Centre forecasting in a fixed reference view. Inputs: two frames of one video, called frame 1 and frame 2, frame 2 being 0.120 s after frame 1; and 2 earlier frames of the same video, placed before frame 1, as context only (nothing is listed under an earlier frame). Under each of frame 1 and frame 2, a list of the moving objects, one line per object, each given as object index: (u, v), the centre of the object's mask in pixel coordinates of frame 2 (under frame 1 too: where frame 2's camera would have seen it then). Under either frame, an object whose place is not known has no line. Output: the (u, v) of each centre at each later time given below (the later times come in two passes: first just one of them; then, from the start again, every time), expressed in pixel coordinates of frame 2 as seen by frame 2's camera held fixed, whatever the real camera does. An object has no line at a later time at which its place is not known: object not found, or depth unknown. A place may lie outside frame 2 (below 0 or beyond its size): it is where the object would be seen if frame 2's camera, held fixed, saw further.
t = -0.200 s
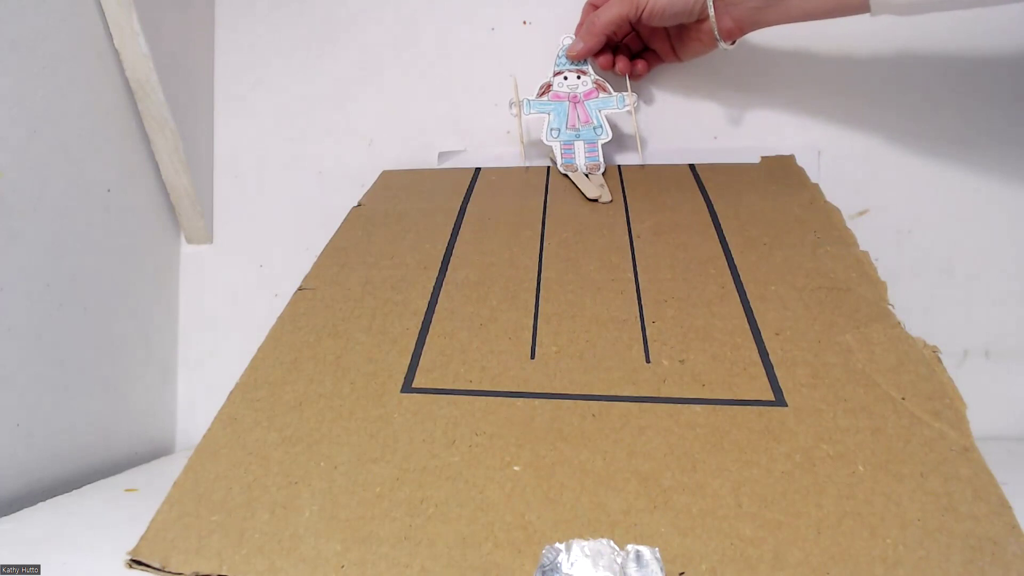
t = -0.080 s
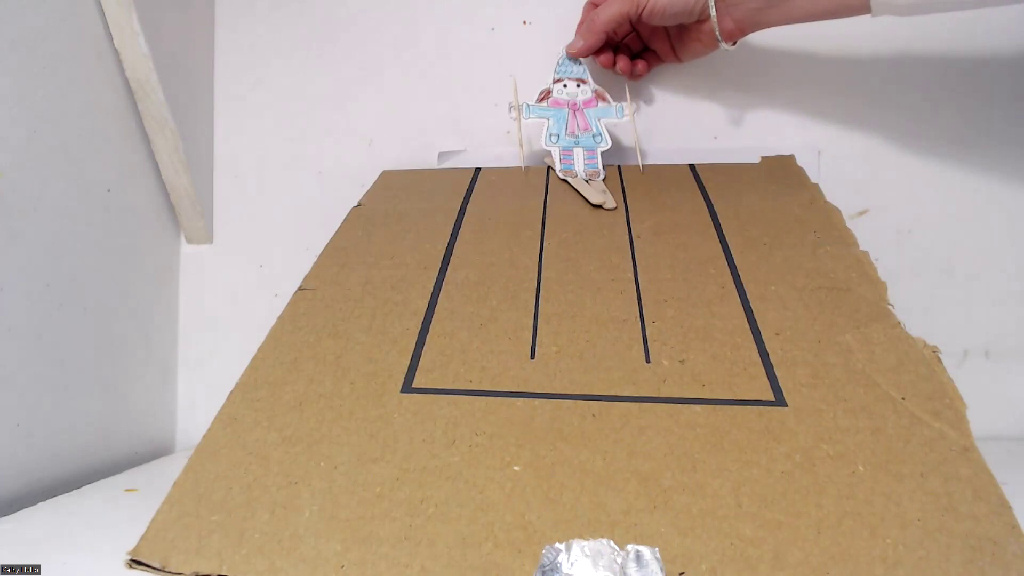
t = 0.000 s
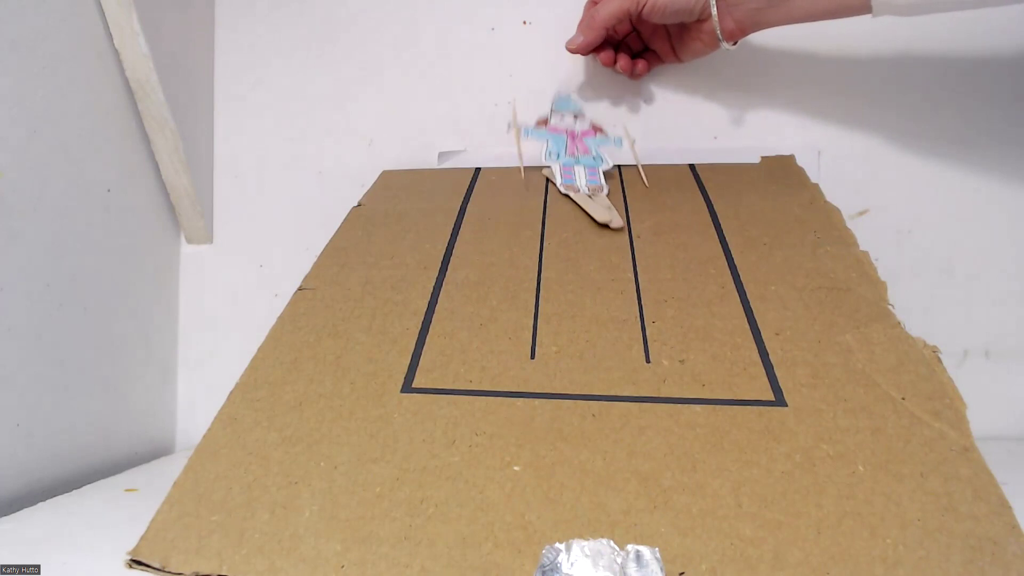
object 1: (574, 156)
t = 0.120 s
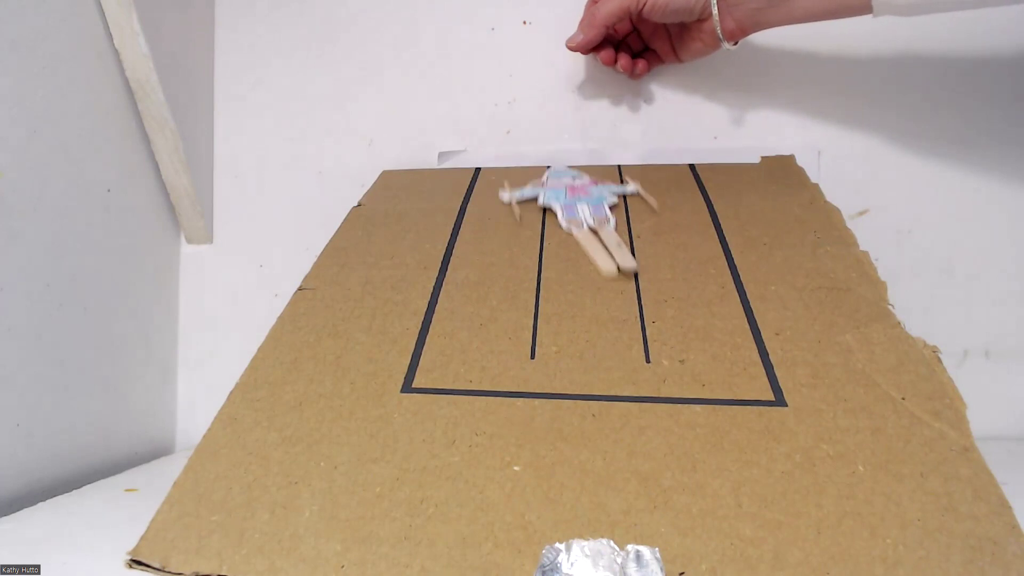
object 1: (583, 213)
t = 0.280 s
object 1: (608, 369)
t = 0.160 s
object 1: (586, 229)
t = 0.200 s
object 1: (589, 246)
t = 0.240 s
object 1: (598, 311)
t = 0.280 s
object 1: (608, 369)
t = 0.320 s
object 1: (611, 418)
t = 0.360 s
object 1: (614, 453)
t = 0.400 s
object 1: (617, 498)
